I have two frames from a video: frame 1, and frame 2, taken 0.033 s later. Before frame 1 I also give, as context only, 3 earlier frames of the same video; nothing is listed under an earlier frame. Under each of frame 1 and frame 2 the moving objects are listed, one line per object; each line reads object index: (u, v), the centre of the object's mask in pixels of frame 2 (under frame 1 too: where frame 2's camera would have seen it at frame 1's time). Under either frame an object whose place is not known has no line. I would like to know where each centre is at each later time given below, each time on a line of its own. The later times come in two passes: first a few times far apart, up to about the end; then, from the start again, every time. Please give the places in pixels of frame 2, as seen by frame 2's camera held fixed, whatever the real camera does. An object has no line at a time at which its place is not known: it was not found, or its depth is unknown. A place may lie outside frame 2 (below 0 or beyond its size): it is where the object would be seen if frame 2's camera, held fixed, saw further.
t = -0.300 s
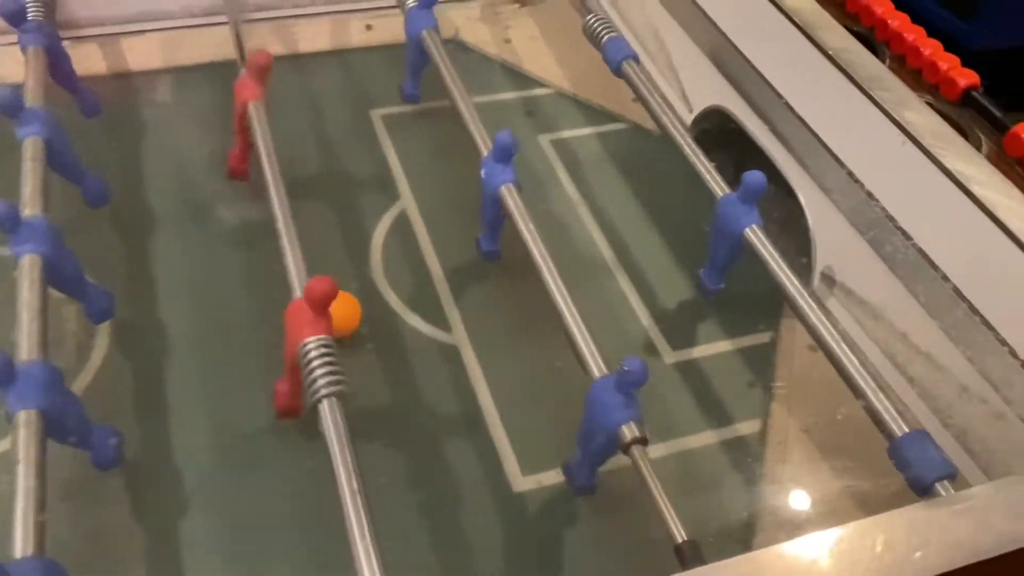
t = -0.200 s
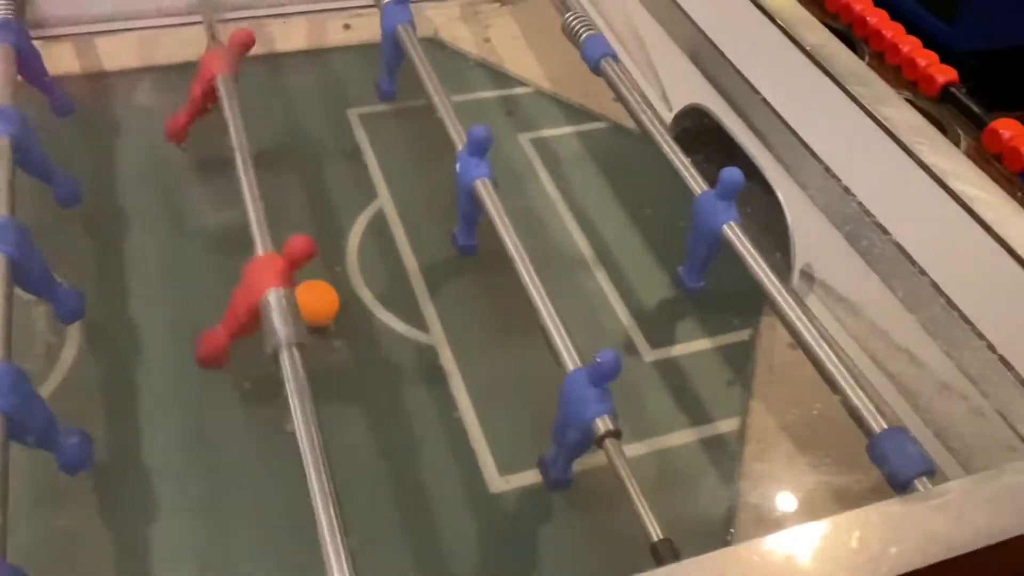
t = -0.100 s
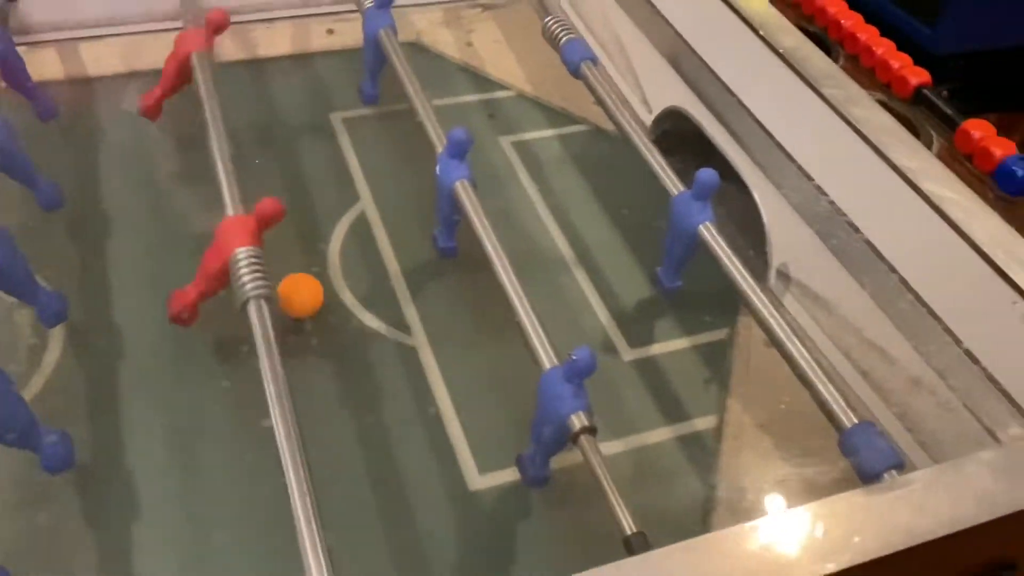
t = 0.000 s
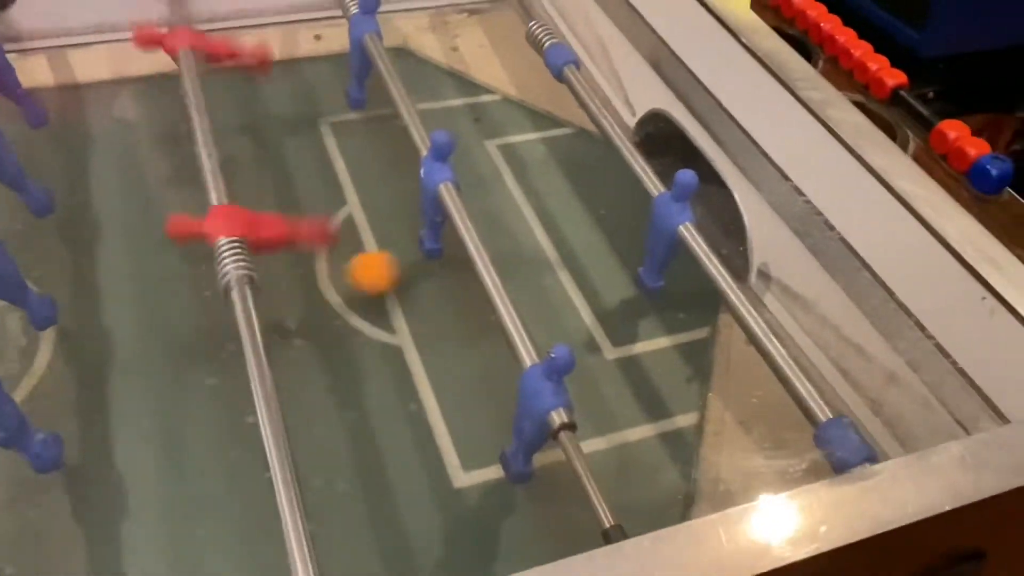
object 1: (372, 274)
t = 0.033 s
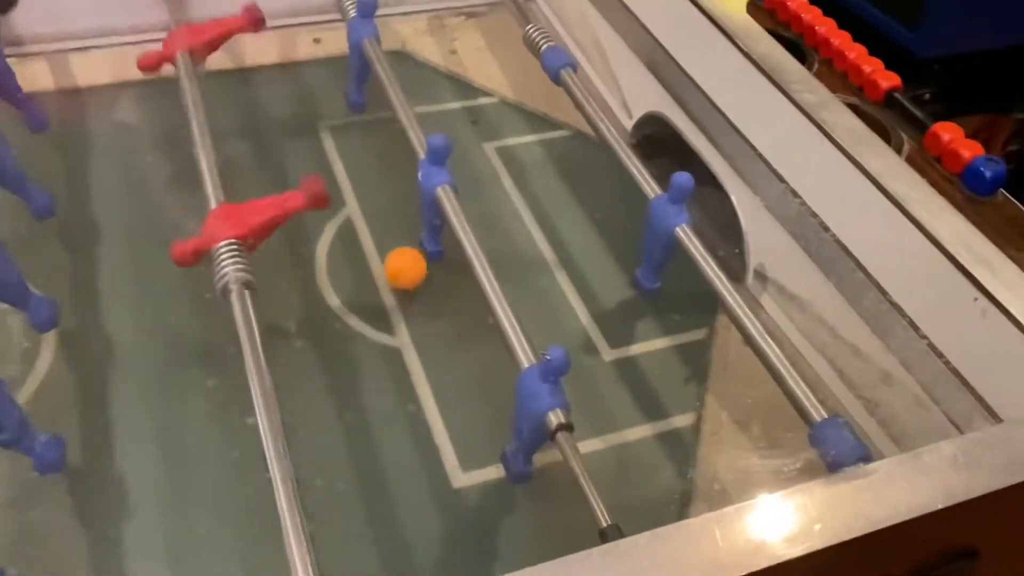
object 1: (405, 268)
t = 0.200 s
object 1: (416, 305)
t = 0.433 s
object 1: (436, 349)
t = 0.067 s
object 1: (406, 277)
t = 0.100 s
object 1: (409, 285)
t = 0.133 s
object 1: (412, 292)
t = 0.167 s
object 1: (414, 299)
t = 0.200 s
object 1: (416, 305)
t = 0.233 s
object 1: (419, 311)
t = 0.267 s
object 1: (421, 317)
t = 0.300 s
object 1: (424, 324)
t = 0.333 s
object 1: (427, 330)
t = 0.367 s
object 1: (431, 336)
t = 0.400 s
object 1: (434, 343)
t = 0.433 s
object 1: (436, 349)
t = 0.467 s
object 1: (440, 356)
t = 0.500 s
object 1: (444, 363)
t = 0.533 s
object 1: (447, 369)
